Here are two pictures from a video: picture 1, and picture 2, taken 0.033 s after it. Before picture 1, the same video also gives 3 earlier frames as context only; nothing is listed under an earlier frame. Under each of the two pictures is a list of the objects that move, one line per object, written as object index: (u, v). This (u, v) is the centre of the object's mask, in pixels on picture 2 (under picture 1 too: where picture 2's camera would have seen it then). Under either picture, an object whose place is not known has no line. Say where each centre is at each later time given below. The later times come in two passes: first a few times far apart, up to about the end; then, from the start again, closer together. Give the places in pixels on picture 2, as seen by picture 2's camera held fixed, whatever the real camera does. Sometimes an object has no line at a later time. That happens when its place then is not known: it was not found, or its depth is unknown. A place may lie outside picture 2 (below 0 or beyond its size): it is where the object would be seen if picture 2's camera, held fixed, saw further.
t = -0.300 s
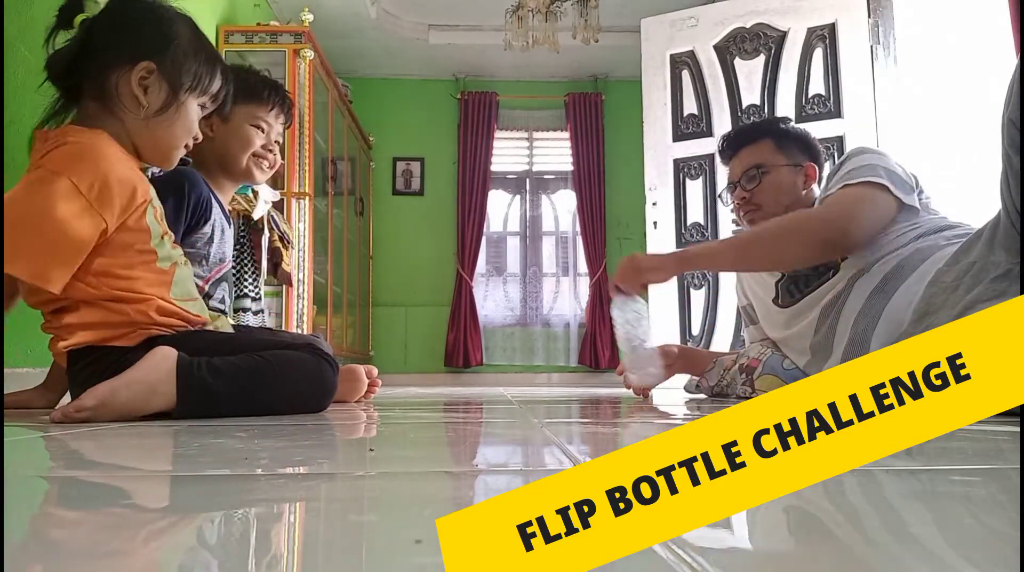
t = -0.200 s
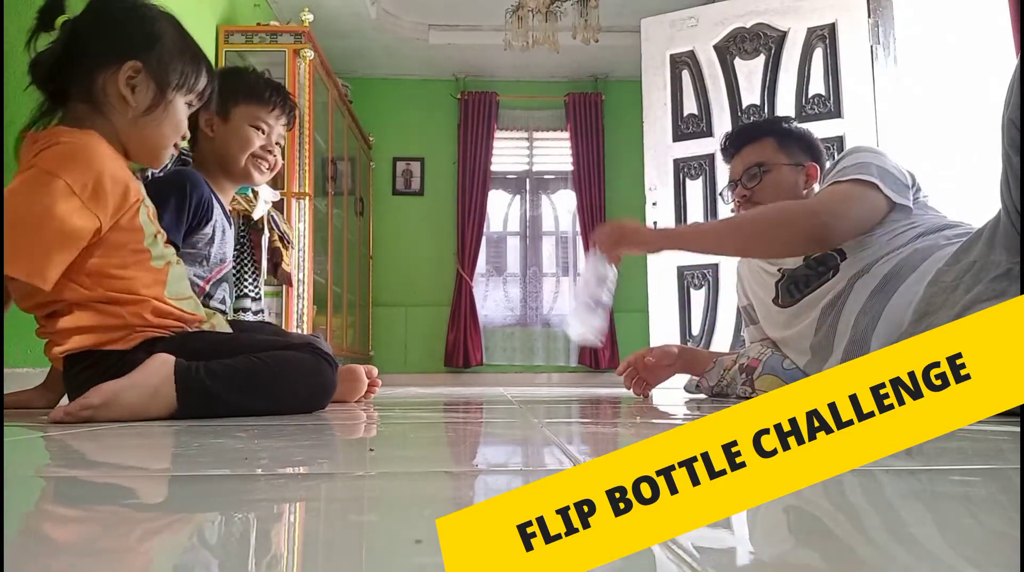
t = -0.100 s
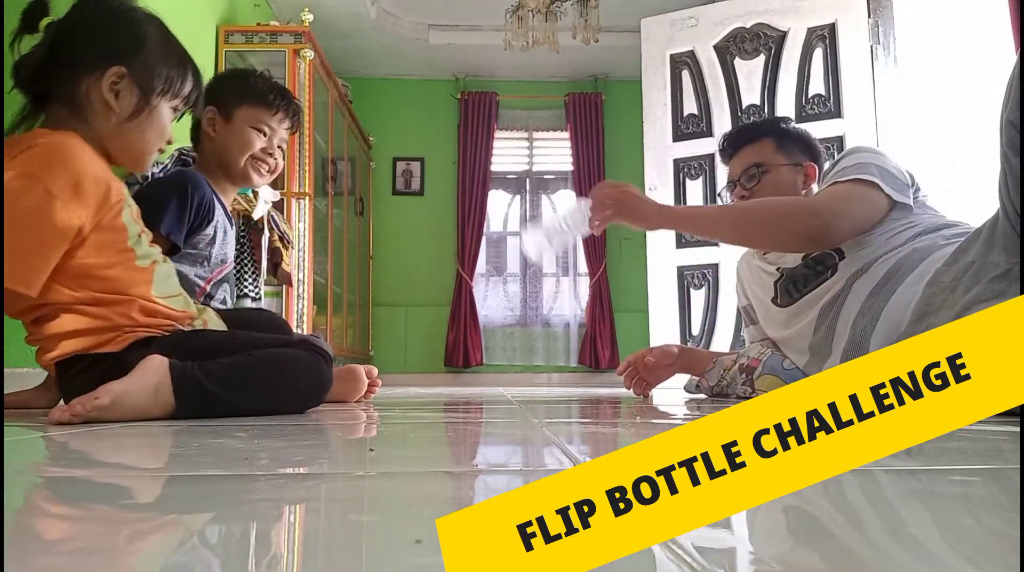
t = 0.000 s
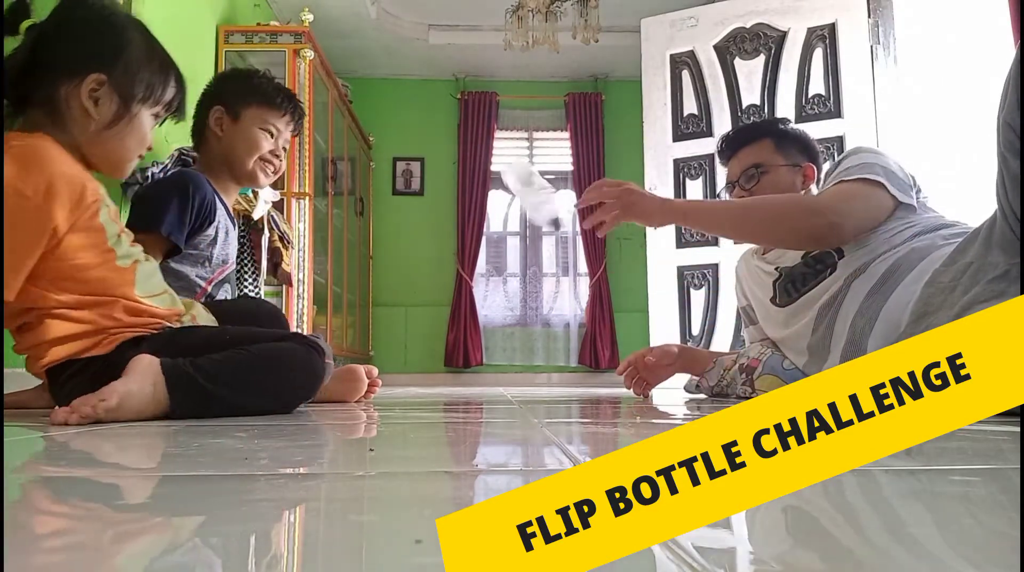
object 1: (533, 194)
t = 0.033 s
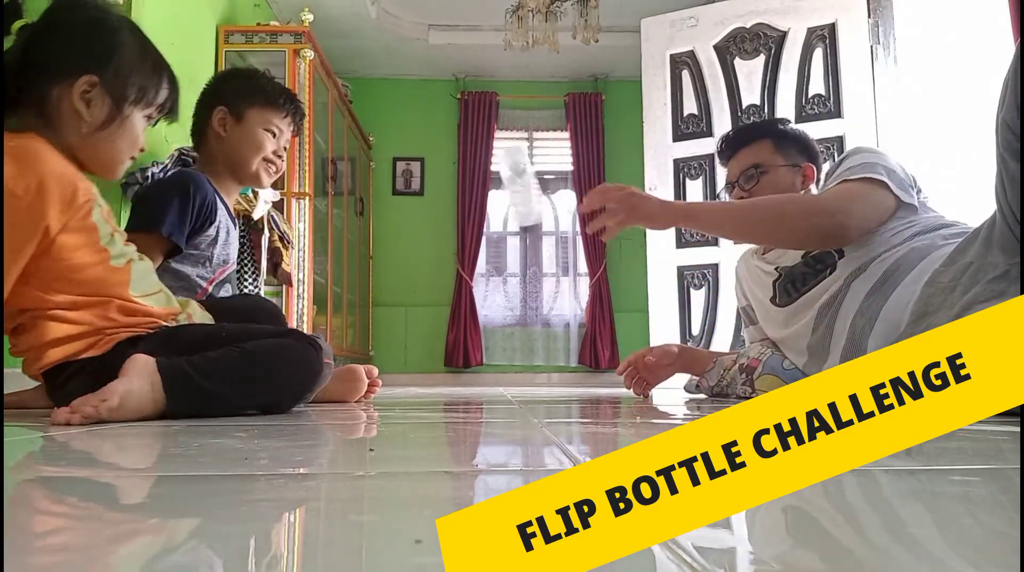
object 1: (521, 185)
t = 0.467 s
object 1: (434, 354)
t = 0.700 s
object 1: (428, 357)
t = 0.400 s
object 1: (439, 356)
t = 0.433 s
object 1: (437, 355)
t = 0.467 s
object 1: (434, 354)
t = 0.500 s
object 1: (431, 356)
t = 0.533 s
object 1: (430, 356)
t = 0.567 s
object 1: (428, 357)
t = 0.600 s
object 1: (428, 357)
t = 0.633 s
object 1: (428, 357)
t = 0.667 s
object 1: (427, 357)
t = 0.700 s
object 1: (428, 357)
